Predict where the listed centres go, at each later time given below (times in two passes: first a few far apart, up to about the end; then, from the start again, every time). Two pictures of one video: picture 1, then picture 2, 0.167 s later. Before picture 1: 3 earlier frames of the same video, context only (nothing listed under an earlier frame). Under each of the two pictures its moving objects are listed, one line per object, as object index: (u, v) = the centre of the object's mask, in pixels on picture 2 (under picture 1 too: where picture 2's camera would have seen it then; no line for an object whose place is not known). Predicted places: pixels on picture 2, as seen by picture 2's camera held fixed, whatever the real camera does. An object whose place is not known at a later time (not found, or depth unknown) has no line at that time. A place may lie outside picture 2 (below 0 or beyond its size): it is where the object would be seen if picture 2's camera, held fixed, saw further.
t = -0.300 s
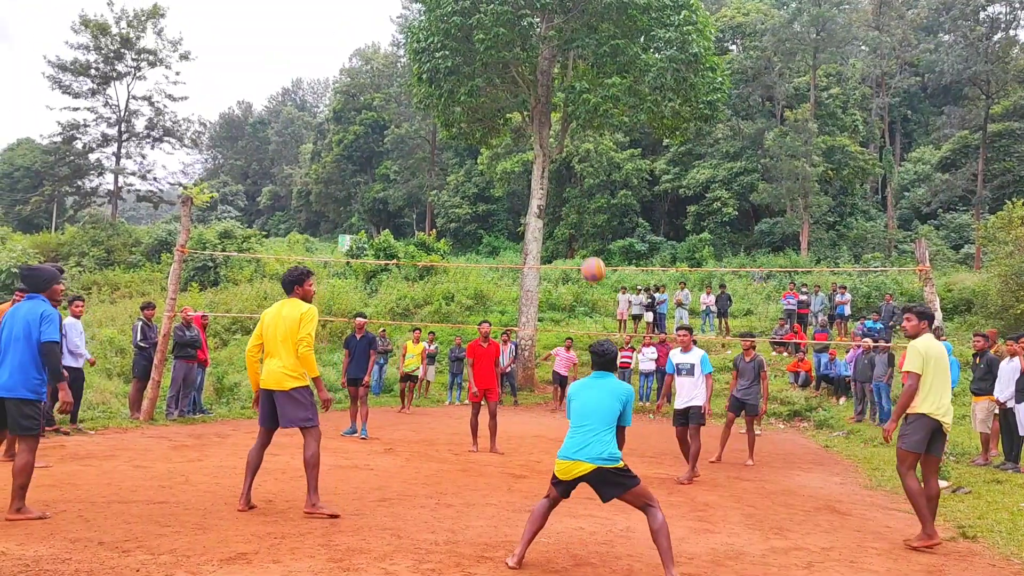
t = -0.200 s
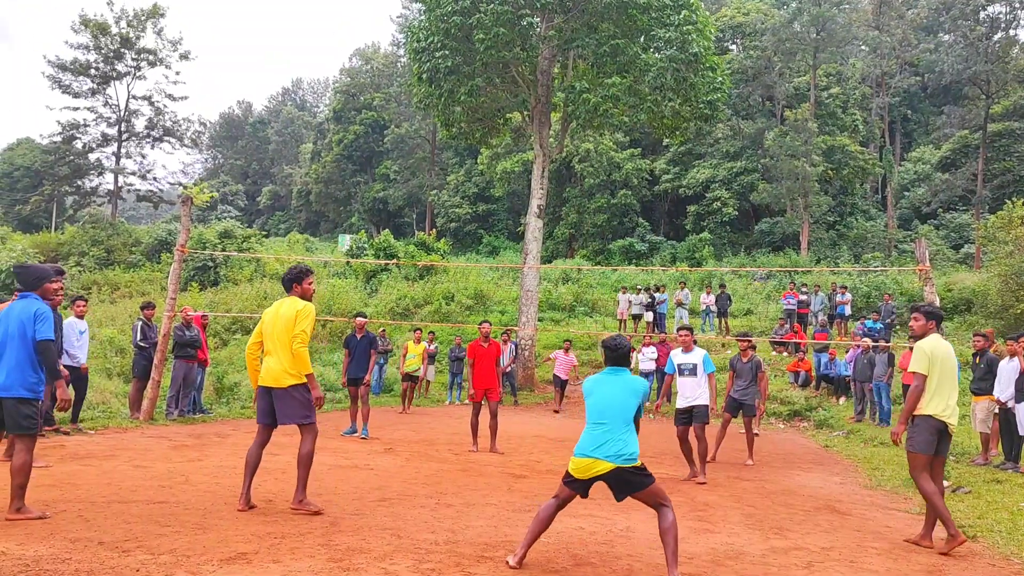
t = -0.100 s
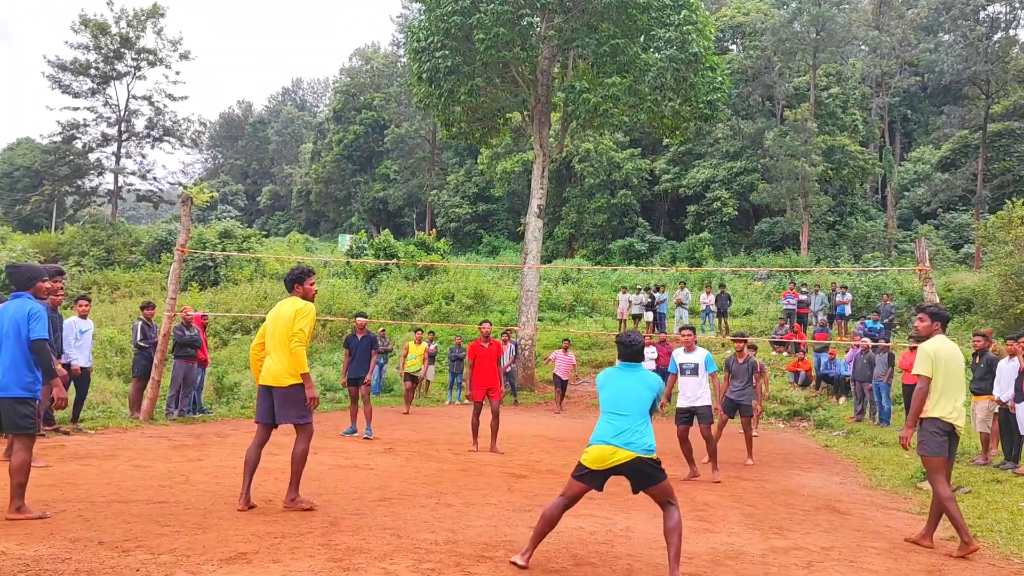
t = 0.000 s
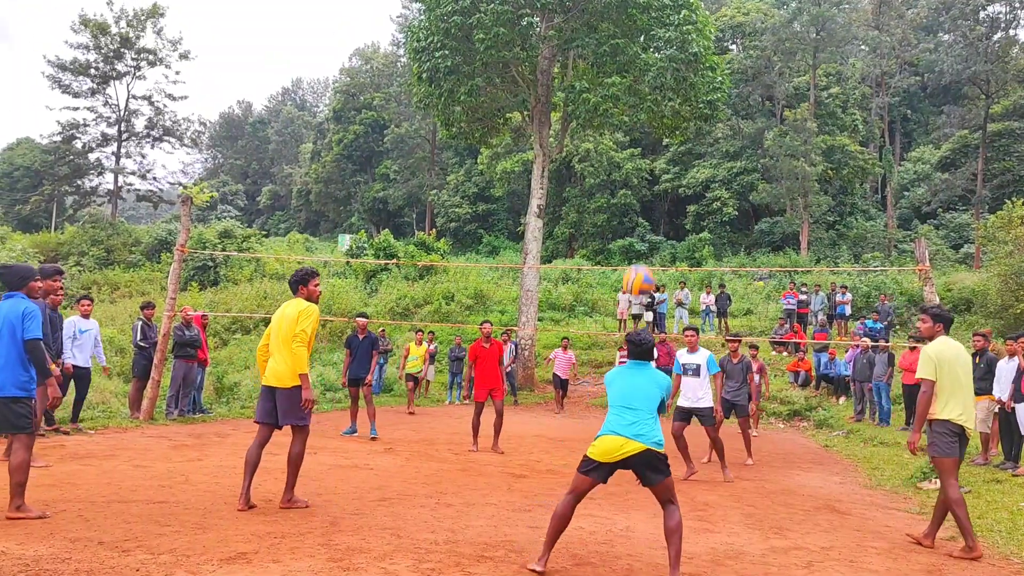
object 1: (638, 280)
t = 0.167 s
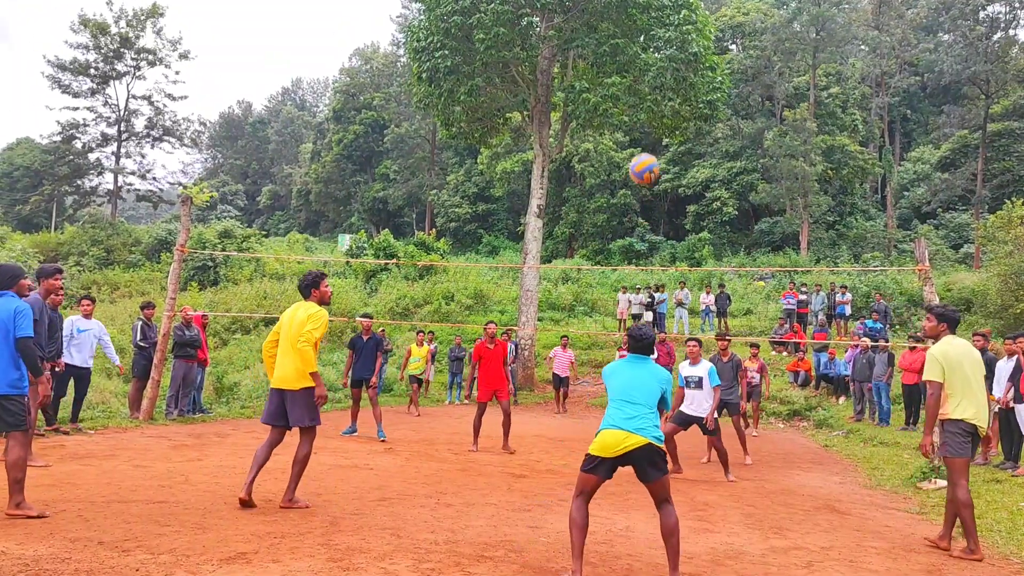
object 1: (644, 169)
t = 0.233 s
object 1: (645, 138)
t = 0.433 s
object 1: (648, 91)
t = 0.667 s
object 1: (647, 97)
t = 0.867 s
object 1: (646, 143)
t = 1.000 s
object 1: (643, 192)
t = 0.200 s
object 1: (645, 152)
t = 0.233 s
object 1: (645, 138)
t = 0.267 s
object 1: (646, 125)
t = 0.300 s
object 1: (646, 116)
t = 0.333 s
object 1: (647, 106)
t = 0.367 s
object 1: (647, 100)
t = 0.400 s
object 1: (647, 95)
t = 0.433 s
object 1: (648, 91)
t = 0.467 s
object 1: (647, 87)
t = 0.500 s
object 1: (648, 86)
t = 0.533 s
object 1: (648, 86)
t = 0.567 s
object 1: (648, 86)
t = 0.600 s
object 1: (648, 89)
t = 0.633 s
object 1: (648, 92)
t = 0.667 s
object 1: (647, 97)
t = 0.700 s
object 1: (647, 101)
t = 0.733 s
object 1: (647, 108)
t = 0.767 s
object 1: (647, 116)
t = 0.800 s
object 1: (646, 123)
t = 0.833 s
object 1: (646, 133)
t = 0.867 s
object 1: (646, 143)
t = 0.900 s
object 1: (645, 154)
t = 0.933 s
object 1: (645, 166)
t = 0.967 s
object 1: (643, 179)
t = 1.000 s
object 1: (643, 192)
